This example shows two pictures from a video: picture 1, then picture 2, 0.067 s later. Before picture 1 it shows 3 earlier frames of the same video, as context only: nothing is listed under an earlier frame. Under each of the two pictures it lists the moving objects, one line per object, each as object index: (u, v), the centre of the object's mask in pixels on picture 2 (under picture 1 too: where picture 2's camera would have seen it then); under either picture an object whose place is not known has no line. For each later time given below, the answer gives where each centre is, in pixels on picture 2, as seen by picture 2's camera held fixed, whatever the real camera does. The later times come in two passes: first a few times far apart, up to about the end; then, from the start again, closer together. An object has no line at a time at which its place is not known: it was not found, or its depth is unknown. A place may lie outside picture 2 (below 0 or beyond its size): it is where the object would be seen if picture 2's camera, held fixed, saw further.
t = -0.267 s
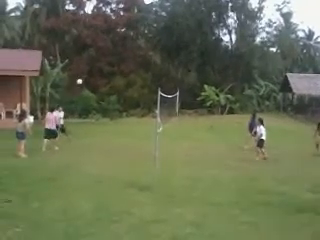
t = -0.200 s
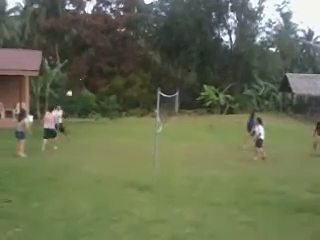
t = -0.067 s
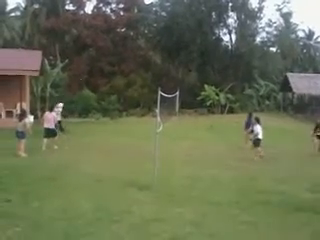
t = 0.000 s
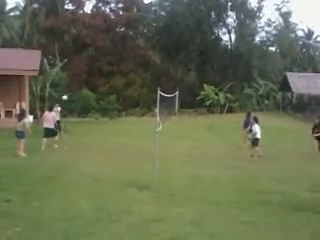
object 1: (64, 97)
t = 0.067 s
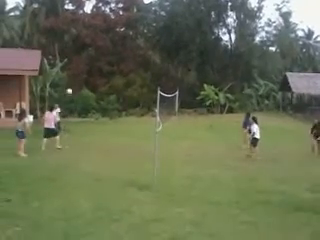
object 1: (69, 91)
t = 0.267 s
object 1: (83, 77)
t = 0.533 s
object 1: (103, 73)
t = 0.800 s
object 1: (125, 90)
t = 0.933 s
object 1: (135, 107)
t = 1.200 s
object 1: (157, 157)
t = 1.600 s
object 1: (189, 119)
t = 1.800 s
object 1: (204, 116)
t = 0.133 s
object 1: (73, 85)
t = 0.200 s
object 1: (78, 81)
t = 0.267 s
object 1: (83, 77)
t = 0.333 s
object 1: (88, 74)
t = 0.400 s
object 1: (93, 73)
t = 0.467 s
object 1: (98, 72)
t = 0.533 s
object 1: (103, 73)
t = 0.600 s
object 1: (108, 76)
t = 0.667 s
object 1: (113, 79)
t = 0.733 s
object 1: (119, 84)
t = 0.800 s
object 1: (125, 90)
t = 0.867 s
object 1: (130, 98)
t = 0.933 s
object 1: (135, 107)
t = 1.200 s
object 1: (157, 157)
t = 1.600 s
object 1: (189, 119)
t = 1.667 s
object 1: (194, 116)
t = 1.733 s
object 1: (199, 116)
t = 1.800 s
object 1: (204, 116)
